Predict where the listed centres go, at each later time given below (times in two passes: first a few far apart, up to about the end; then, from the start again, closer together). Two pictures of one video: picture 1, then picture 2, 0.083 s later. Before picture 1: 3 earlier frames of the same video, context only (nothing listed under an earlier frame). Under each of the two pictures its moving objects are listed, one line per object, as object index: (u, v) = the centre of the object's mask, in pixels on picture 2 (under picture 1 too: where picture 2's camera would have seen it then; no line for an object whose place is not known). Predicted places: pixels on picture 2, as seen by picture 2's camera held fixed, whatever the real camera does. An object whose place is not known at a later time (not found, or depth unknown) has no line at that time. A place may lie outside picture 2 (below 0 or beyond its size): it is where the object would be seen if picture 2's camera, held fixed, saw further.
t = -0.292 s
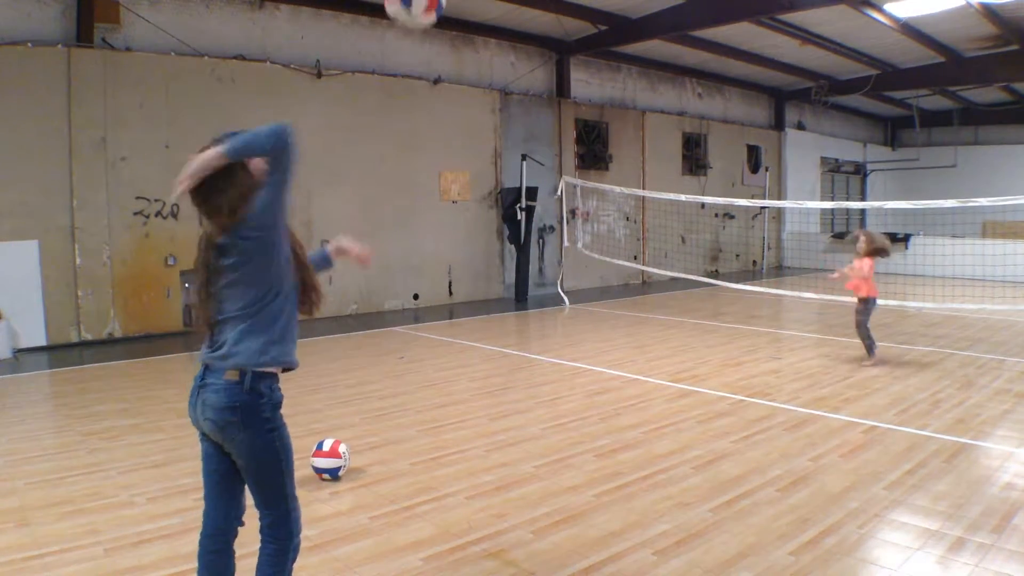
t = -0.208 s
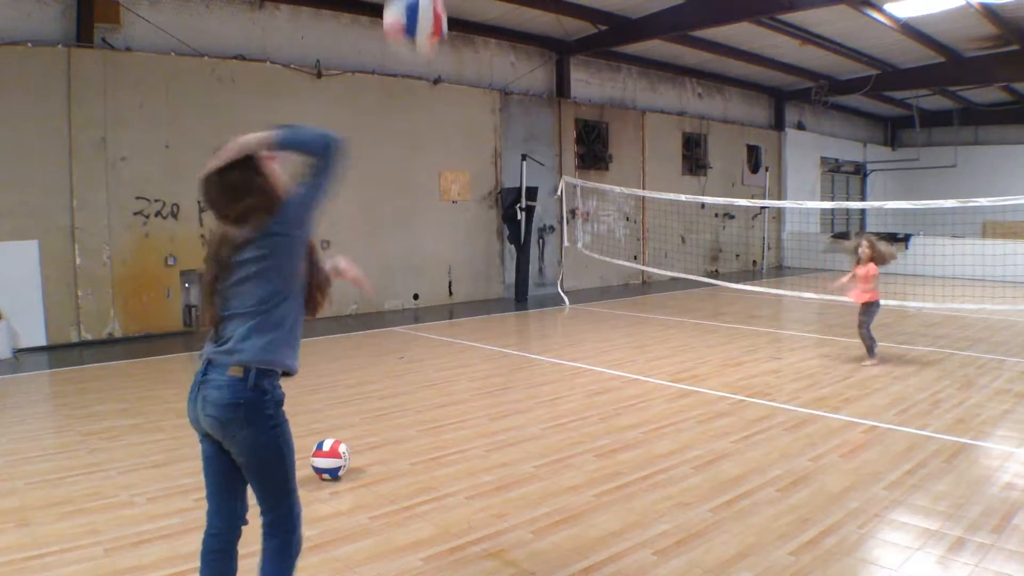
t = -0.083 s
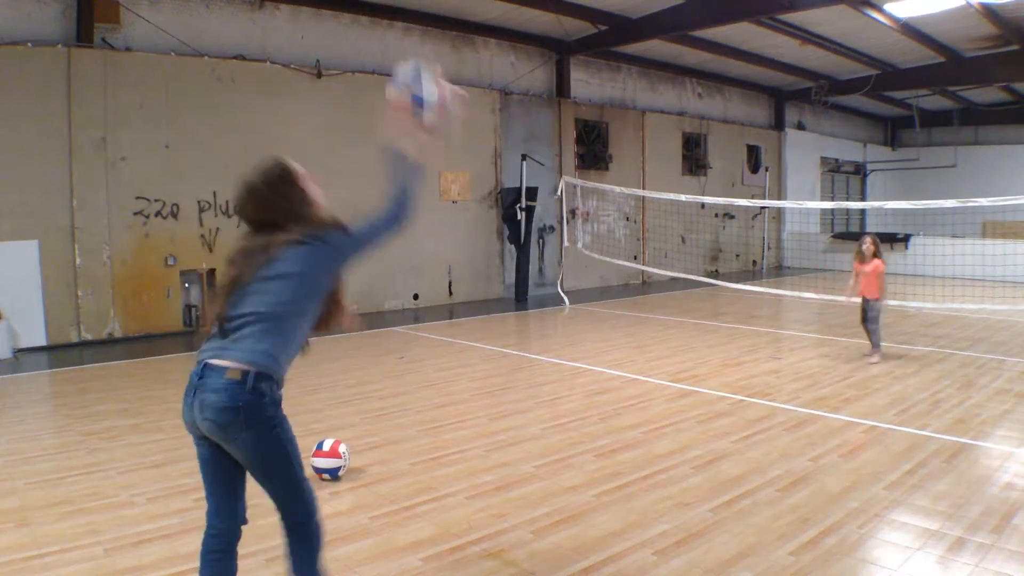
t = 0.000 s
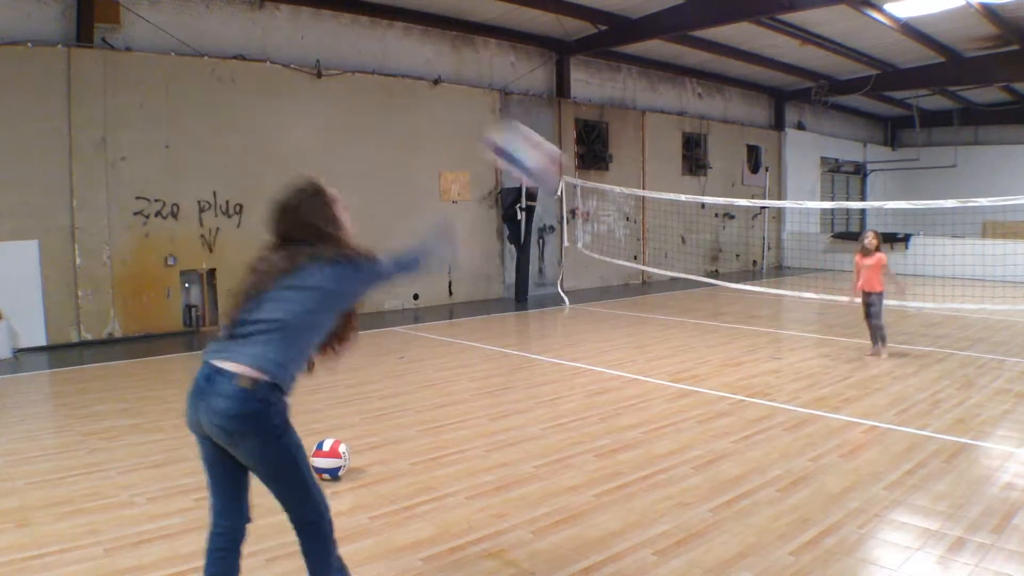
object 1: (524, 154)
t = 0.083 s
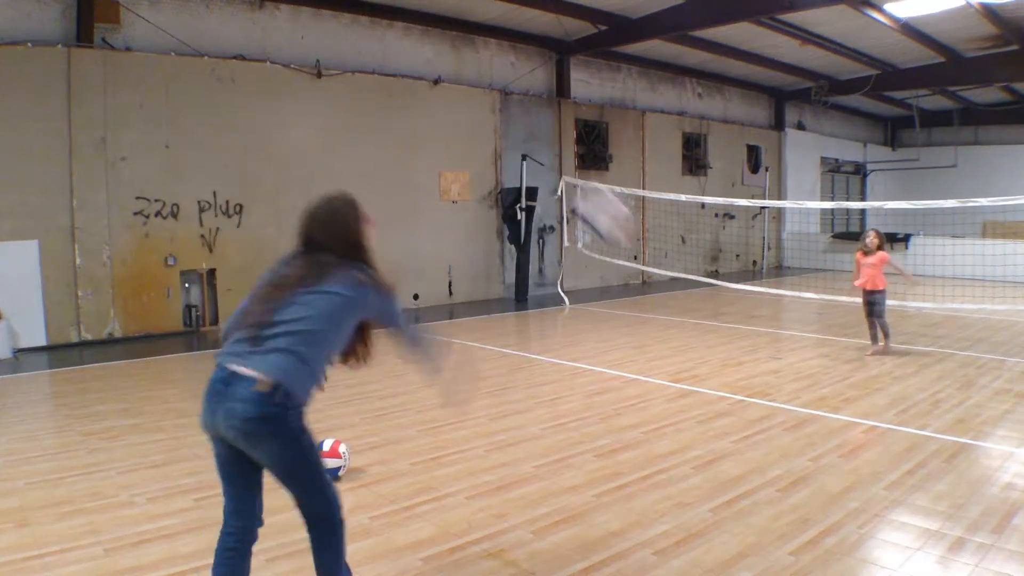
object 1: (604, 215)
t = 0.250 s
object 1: (702, 326)
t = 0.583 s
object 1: (783, 280)
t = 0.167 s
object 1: (661, 269)
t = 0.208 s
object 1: (686, 298)
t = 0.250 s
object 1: (702, 326)
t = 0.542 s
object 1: (776, 302)
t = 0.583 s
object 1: (783, 280)
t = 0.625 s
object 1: (789, 269)
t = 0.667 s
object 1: (795, 258)
